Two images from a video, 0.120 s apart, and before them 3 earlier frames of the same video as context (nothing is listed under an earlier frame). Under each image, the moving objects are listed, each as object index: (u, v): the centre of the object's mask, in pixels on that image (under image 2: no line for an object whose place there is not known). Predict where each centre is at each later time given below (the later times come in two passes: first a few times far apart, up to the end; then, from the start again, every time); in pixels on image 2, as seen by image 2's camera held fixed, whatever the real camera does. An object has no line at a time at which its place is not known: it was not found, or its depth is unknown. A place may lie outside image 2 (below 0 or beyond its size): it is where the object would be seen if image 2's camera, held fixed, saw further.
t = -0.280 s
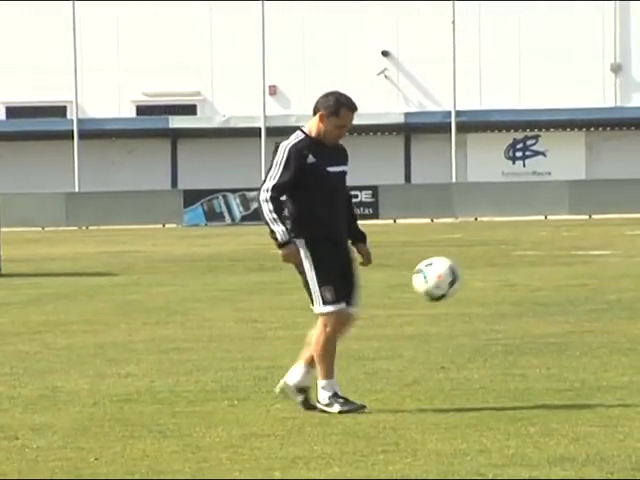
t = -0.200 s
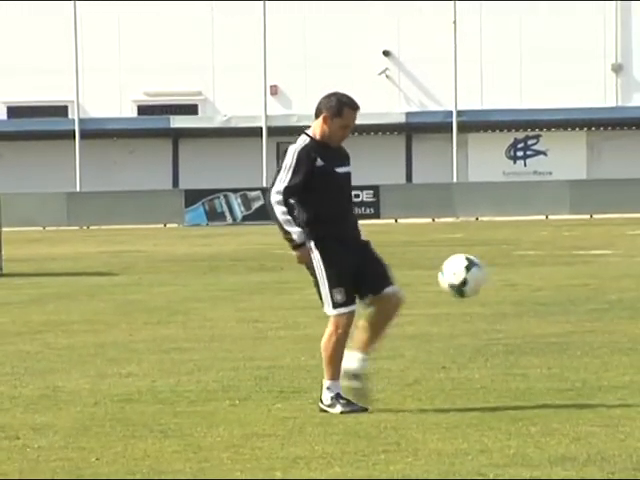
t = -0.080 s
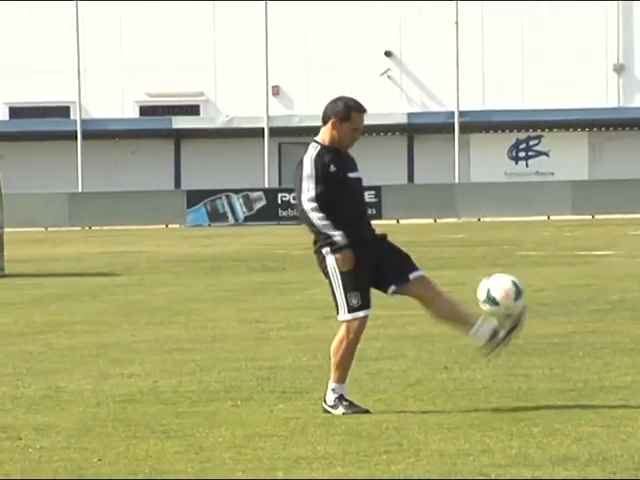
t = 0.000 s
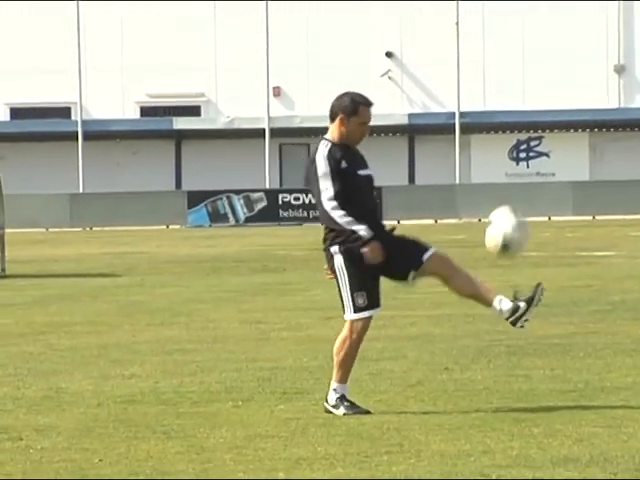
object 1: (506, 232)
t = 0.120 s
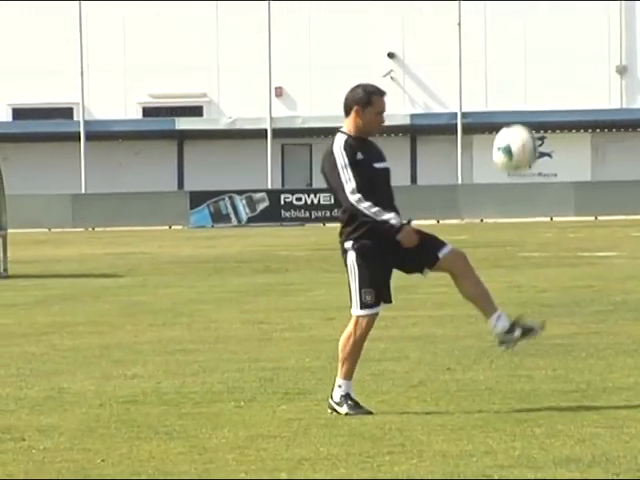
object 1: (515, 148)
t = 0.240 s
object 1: (523, 97)
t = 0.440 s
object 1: (536, 72)
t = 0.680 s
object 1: (556, 147)
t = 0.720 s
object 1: (560, 168)
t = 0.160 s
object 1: (517, 129)
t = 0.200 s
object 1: (520, 111)
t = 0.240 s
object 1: (523, 97)
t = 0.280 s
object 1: (525, 85)
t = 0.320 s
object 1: (526, 77)
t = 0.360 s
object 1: (530, 73)
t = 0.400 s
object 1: (532, 71)
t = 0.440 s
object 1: (536, 72)
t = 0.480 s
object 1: (539, 76)
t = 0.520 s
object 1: (541, 83)
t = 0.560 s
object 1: (544, 93)
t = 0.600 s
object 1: (547, 109)
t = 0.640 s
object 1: (551, 126)
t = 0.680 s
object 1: (556, 147)
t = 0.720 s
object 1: (560, 168)
